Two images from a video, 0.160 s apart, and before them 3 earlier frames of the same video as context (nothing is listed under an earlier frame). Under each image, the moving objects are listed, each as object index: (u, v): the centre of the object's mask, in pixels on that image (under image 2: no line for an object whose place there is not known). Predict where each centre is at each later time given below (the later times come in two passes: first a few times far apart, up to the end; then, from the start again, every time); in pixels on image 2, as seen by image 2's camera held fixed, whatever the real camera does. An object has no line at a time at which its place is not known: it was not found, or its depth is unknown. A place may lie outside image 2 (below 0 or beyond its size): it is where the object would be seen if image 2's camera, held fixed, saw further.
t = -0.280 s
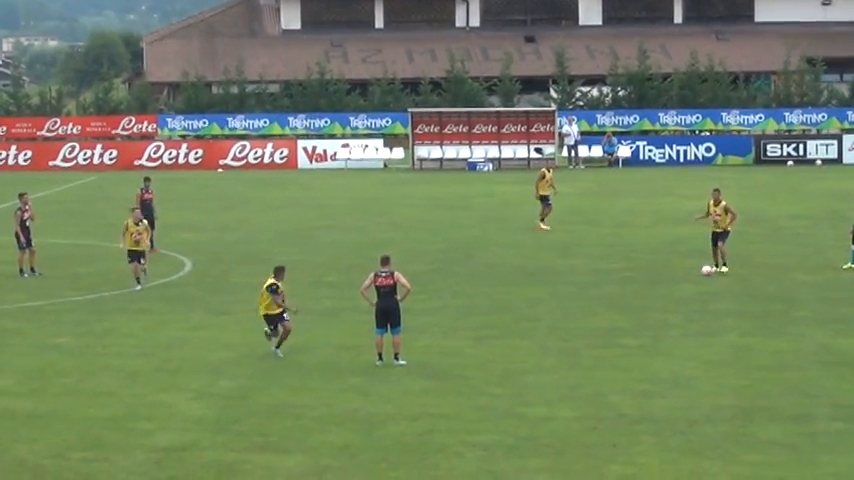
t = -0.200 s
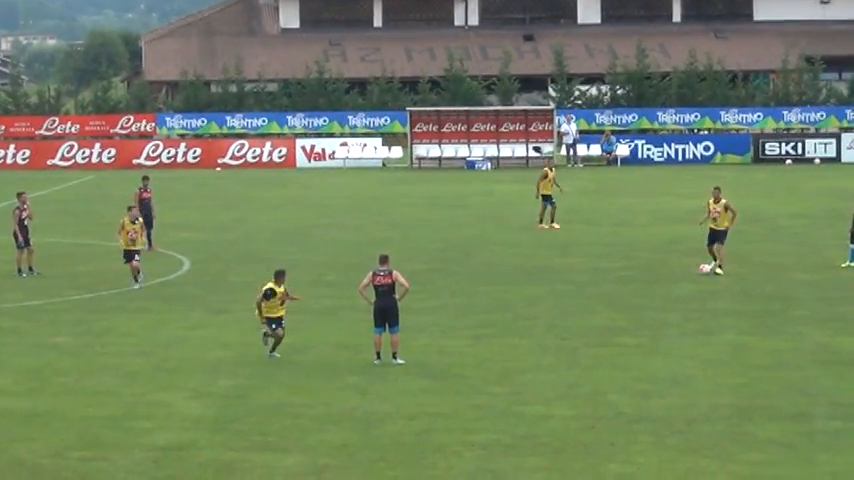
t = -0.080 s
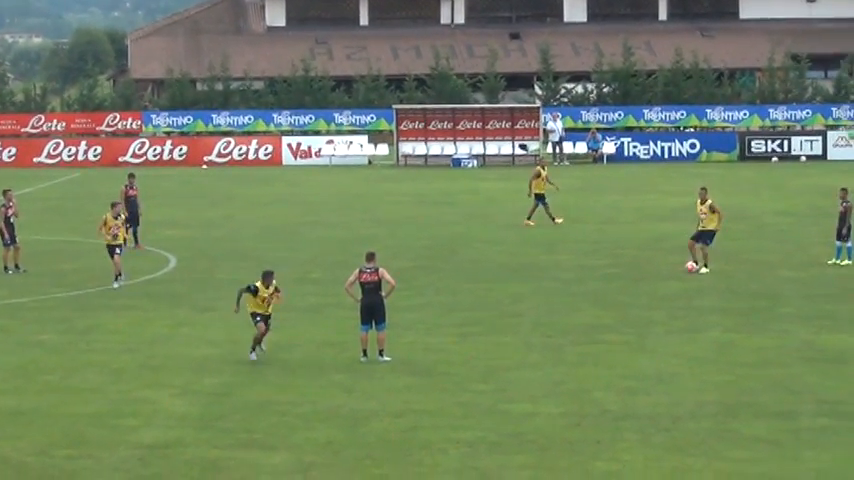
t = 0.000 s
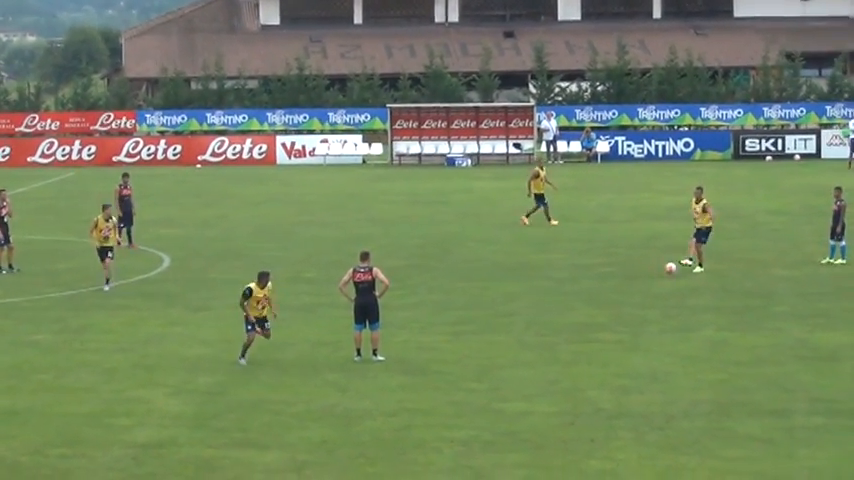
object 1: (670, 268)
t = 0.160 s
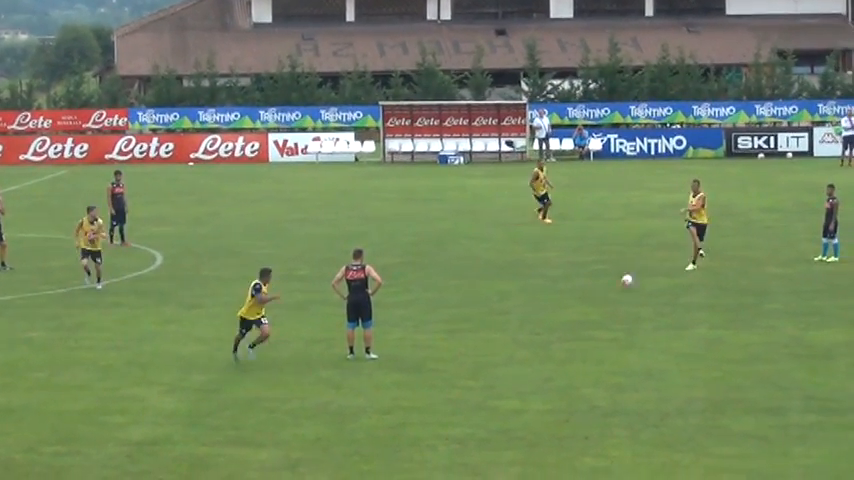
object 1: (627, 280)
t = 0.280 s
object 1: (600, 294)
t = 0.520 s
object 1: (544, 315)
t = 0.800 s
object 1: (486, 334)
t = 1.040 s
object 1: (442, 355)
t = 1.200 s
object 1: (413, 368)
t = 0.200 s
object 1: (617, 286)
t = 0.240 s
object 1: (608, 293)
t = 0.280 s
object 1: (600, 294)
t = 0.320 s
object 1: (591, 297)
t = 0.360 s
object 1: (581, 299)
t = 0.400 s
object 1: (572, 304)
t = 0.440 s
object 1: (562, 311)
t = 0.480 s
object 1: (553, 314)
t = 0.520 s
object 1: (544, 315)
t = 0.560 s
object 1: (536, 318)
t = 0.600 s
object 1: (527, 321)
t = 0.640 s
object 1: (518, 327)
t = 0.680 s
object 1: (509, 332)
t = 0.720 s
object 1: (501, 333)
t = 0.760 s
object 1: (493, 332)
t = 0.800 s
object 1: (486, 334)
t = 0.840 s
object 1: (479, 336)
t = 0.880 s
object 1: (471, 339)
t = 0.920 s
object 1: (464, 343)
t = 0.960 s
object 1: (456, 350)
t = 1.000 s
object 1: (449, 355)
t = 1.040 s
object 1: (442, 355)
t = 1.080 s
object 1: (435, 357)
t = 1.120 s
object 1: (428, 360)
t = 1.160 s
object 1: (420, 364)
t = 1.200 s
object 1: (413, 368)
